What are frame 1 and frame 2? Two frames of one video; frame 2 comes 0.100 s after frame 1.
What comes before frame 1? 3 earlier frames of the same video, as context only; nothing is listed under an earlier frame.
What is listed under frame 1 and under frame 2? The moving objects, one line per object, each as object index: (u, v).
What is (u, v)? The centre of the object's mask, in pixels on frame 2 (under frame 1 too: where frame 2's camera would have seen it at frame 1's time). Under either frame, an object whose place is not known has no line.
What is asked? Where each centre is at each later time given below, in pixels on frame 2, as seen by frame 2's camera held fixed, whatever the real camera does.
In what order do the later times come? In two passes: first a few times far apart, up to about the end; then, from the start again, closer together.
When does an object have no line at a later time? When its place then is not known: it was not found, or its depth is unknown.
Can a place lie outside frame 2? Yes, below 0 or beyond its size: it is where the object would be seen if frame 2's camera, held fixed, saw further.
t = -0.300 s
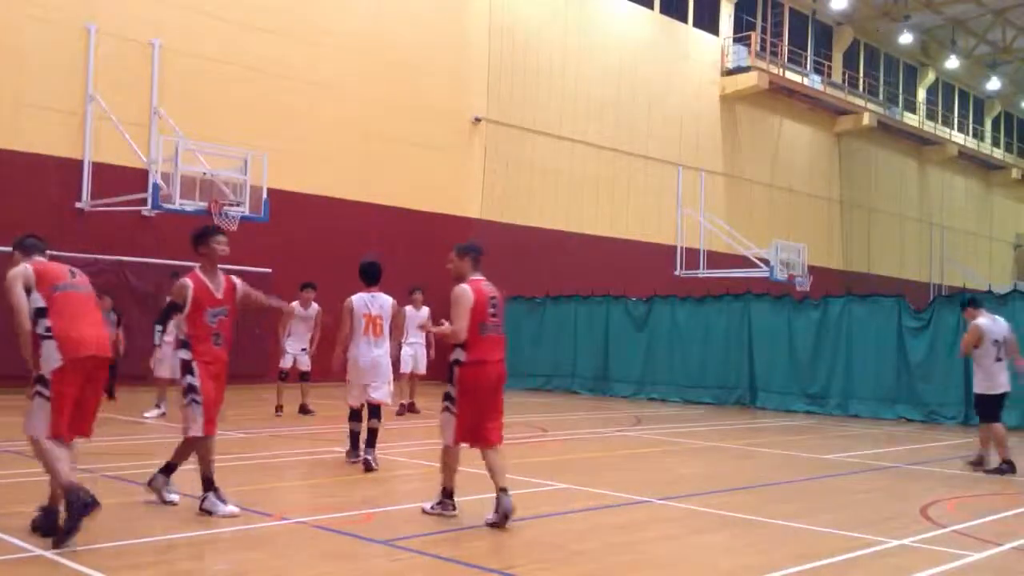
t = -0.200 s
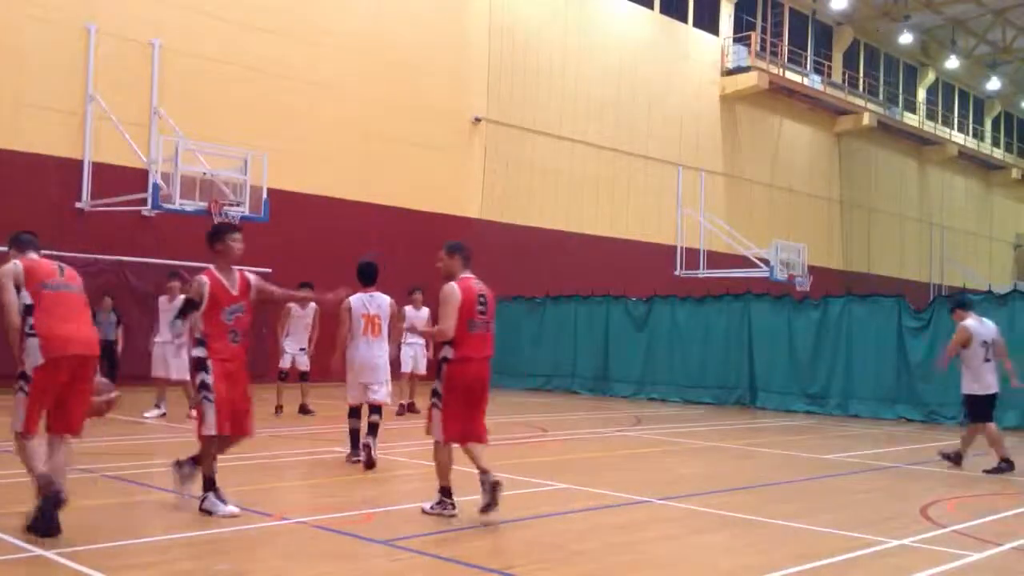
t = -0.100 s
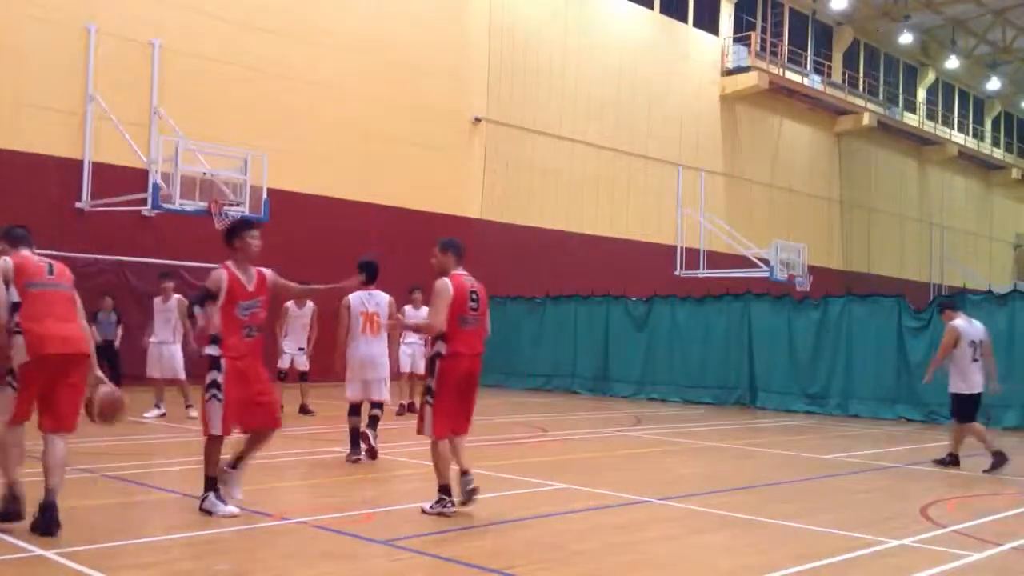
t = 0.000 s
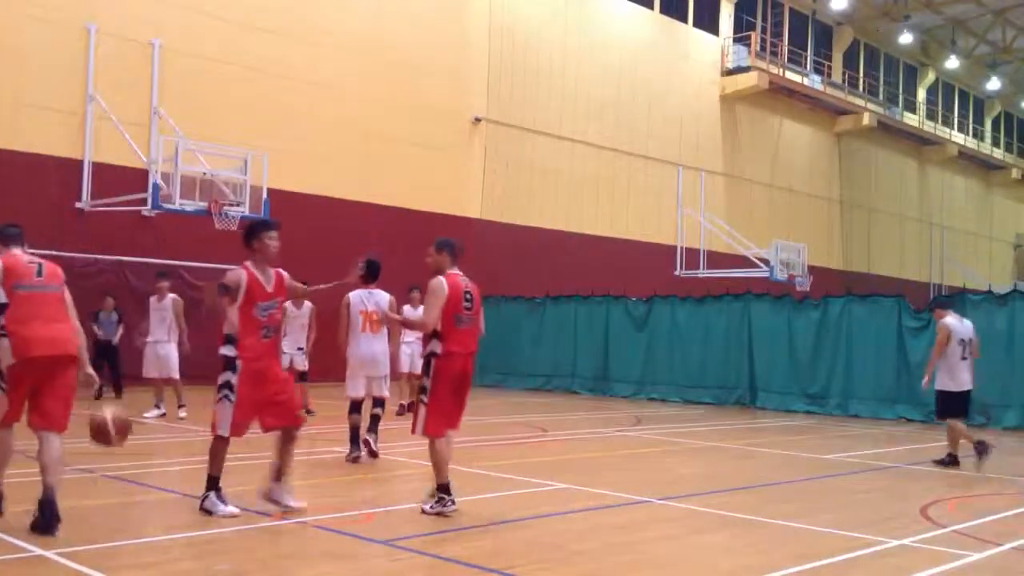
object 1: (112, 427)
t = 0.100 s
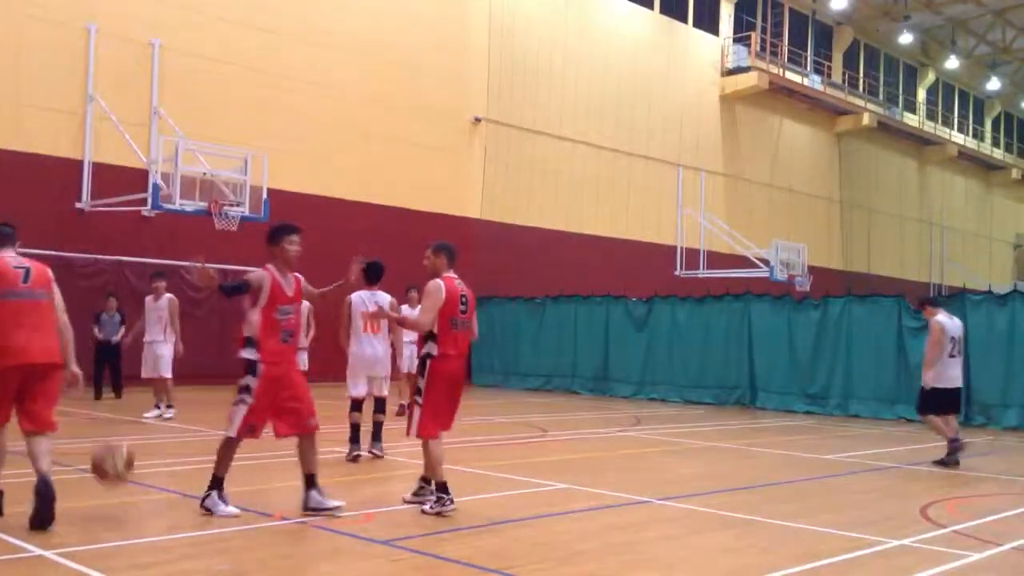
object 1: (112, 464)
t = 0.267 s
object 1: (112, 462)
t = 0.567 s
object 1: (102, 436)
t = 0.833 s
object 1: (90, 485)
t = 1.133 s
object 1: (87, 456)
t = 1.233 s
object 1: (85, 474)
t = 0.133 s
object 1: (113, 478)
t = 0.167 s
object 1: (113, 497)
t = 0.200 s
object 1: (112, 487)
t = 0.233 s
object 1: (112, 471)
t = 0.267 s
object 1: (112, 462)
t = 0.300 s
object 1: (111, 451)
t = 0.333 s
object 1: (110, 443)
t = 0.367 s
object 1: (110, 435)
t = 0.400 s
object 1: (108, 431)
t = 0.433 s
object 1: (108, 428)
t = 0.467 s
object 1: (106, 428)
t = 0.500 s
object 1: (105, 428)
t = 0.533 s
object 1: (104, 430)
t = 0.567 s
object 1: (102, 436)
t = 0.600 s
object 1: (100, 443)
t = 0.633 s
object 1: (99, 451)
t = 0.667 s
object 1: (97, 461)
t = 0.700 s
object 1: (95, 472)
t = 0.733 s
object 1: (94, 486)
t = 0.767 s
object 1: (91, 502)
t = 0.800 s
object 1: (90, 497)
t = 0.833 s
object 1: (90, 485)
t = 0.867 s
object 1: (90, 476)
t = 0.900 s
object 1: (90, 467)
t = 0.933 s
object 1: (89, 461)
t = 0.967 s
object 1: (89, 456)
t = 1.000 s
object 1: (89, 454)
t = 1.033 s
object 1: (89, 454)
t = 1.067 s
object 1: (88, 455)
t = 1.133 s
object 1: (87, 456)
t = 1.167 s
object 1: (86, 460)
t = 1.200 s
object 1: (85, 467)
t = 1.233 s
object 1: (85, 474)
